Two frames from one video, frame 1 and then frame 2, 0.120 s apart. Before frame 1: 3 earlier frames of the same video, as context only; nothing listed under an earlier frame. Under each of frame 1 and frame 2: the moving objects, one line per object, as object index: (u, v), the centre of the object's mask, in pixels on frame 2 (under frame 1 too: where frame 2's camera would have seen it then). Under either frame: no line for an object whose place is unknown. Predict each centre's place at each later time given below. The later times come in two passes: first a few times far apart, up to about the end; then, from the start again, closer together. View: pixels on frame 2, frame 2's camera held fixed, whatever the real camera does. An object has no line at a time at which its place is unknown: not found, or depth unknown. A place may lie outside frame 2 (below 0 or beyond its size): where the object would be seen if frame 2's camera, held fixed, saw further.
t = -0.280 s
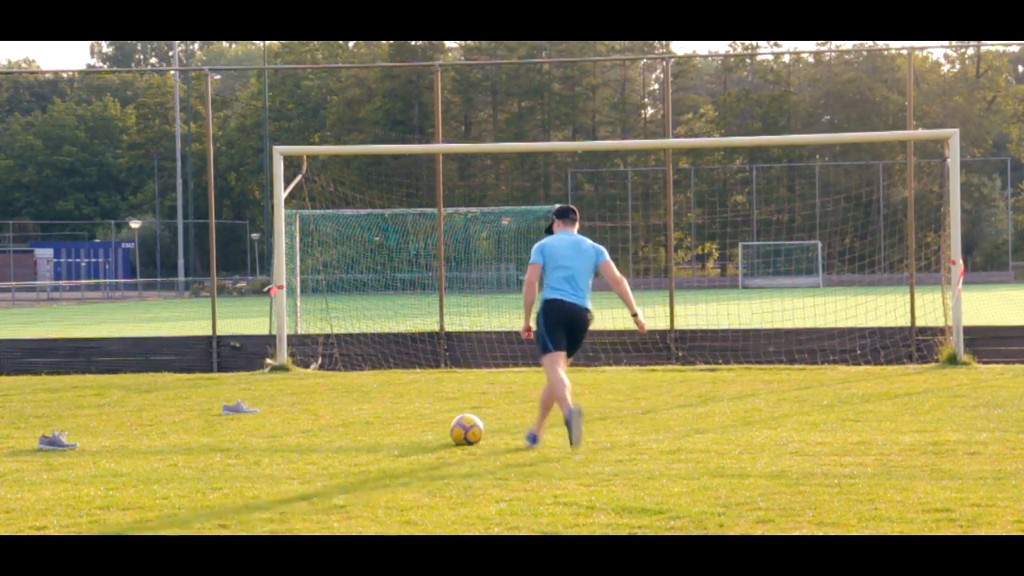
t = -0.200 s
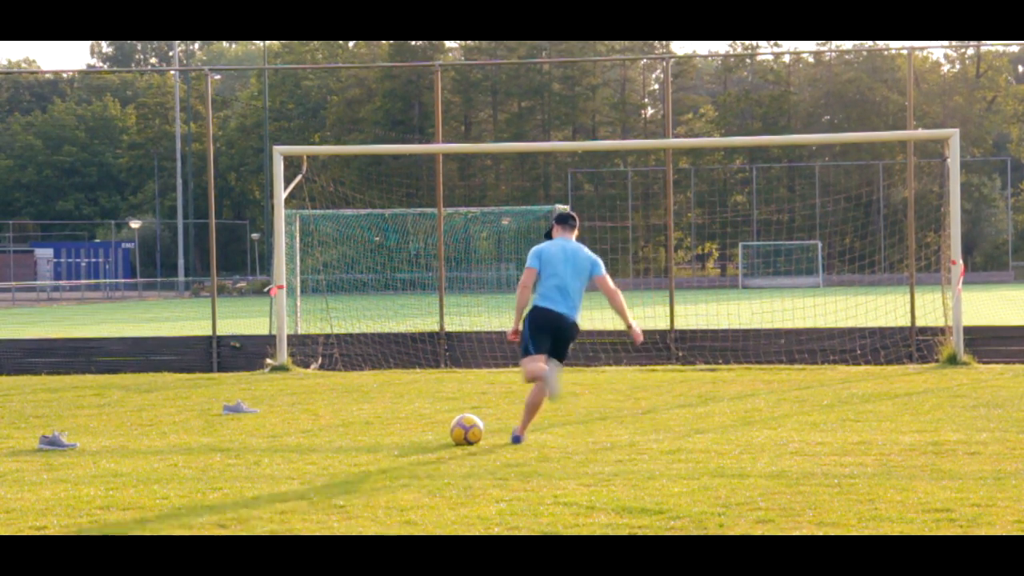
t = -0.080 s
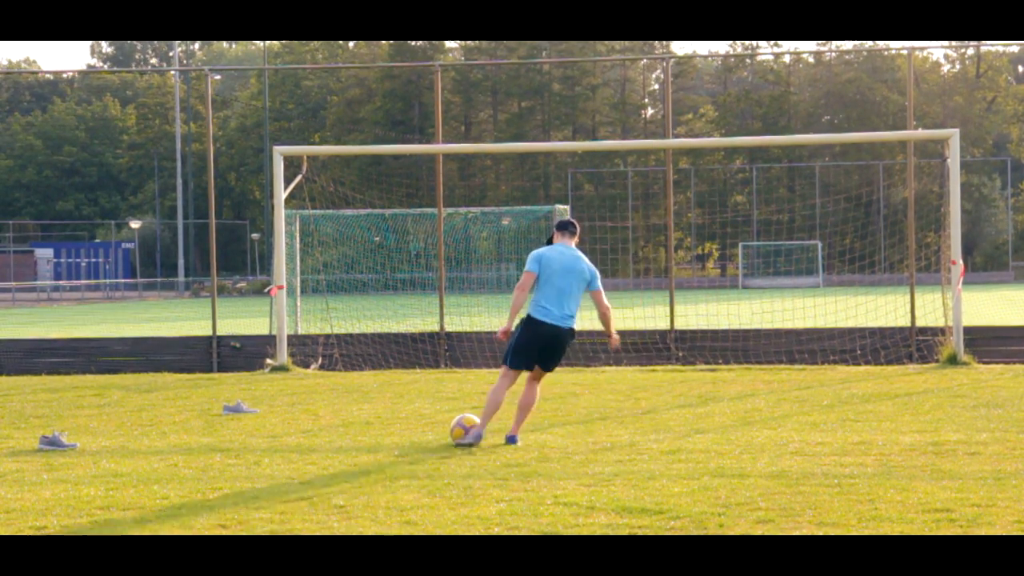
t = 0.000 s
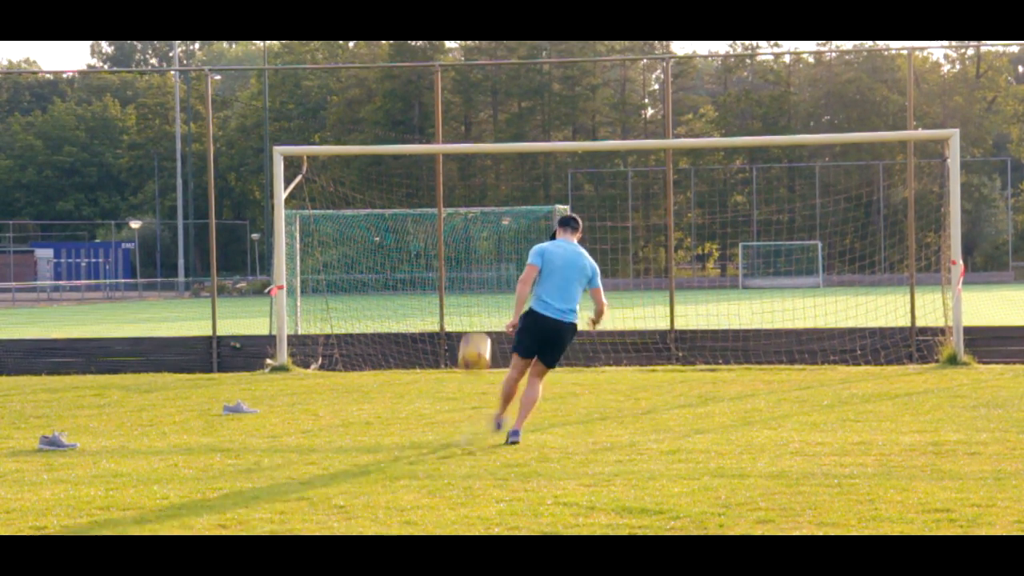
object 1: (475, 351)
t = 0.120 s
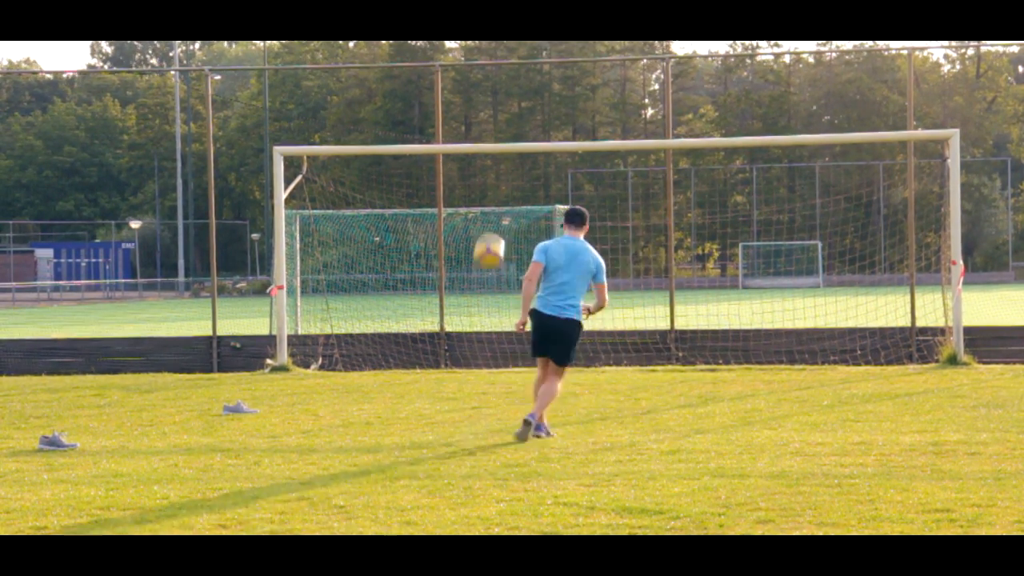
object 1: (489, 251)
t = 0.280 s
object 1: (508, 160)
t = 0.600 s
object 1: (545, 72)
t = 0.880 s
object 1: (578, 73)
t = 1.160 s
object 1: (611, 126)
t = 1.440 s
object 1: (644, 218)
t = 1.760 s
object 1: (652, 305)
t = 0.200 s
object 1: (499, 199)
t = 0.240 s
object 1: (503, 177)
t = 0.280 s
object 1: (508, 160)
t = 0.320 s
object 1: (513, 139)
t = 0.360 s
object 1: (518, 124)
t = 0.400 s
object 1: (523, 111)
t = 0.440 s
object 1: (527, 100)
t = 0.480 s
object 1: (532, 90)
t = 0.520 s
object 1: (536, 82)
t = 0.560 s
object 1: (541, 76)
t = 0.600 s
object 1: (545, 72)
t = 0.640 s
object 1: (550, 68)
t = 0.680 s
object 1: (554, 66)
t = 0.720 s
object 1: (559, 65)
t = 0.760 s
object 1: (564, 65)
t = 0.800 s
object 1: (569, 67)
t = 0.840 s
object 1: (573, 69)
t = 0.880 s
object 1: (578, 73)
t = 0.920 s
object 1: (582, 78)
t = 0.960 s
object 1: (587, 83)
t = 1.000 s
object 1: (592, 91)
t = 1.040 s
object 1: (596, 99)
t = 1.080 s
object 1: (601, 107)
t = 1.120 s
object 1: (605, 116)
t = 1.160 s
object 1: (611, 126)
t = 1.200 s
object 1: (615, 134)
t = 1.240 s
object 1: (621, 154)
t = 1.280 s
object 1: (625, 161)
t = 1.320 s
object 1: (629, 174)
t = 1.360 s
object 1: (634, 188)
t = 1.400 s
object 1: (638, 203)
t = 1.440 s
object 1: (644, 218)
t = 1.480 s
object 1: (648, 233)
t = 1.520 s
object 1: (652, 248)
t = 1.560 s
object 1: (653, 263)
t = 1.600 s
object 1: (653, 273)
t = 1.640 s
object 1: (654, 283)
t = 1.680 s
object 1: (654, 291)
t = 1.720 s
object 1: (653, 299)
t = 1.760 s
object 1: (652, 305)
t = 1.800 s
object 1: (652, 312)
